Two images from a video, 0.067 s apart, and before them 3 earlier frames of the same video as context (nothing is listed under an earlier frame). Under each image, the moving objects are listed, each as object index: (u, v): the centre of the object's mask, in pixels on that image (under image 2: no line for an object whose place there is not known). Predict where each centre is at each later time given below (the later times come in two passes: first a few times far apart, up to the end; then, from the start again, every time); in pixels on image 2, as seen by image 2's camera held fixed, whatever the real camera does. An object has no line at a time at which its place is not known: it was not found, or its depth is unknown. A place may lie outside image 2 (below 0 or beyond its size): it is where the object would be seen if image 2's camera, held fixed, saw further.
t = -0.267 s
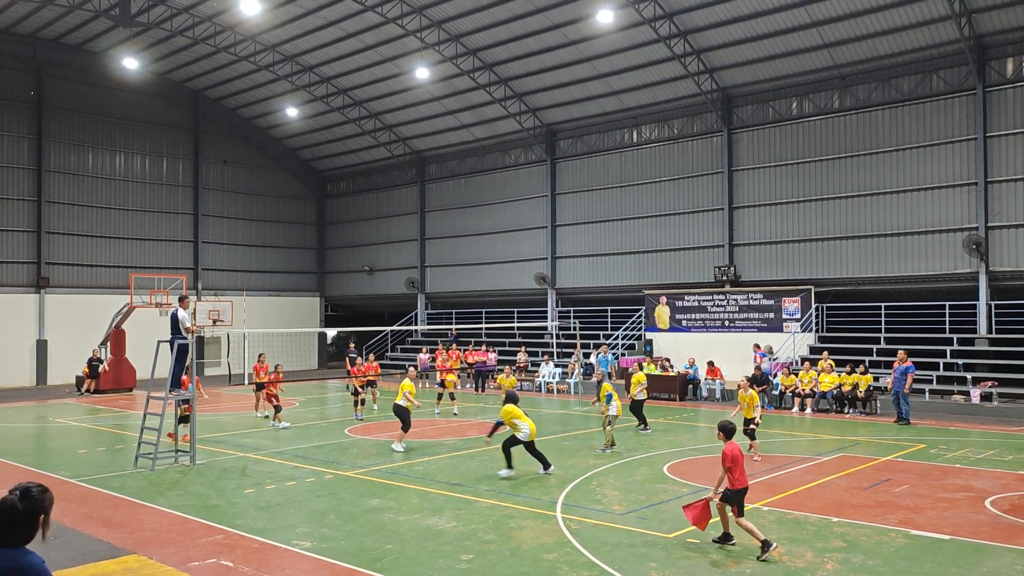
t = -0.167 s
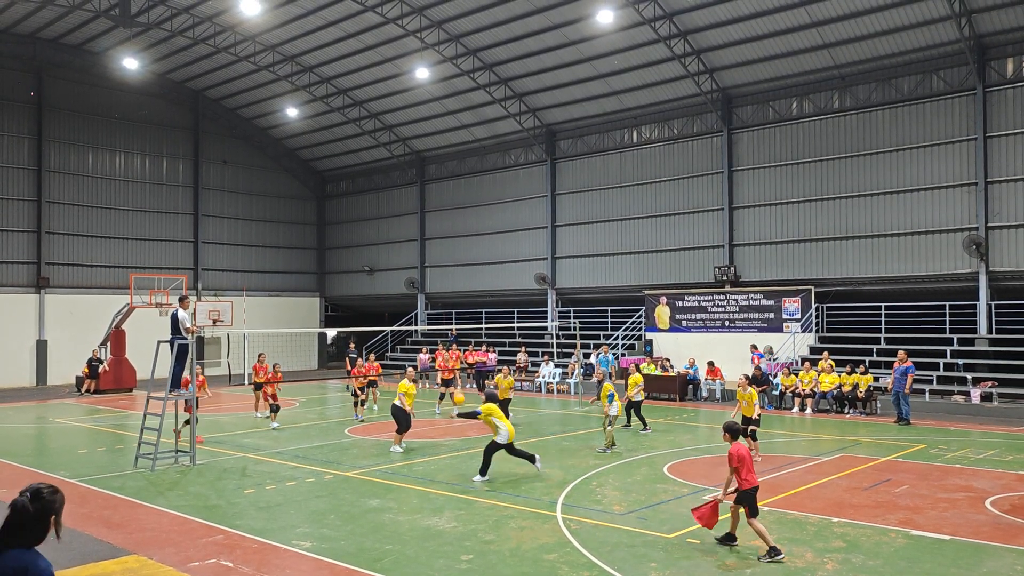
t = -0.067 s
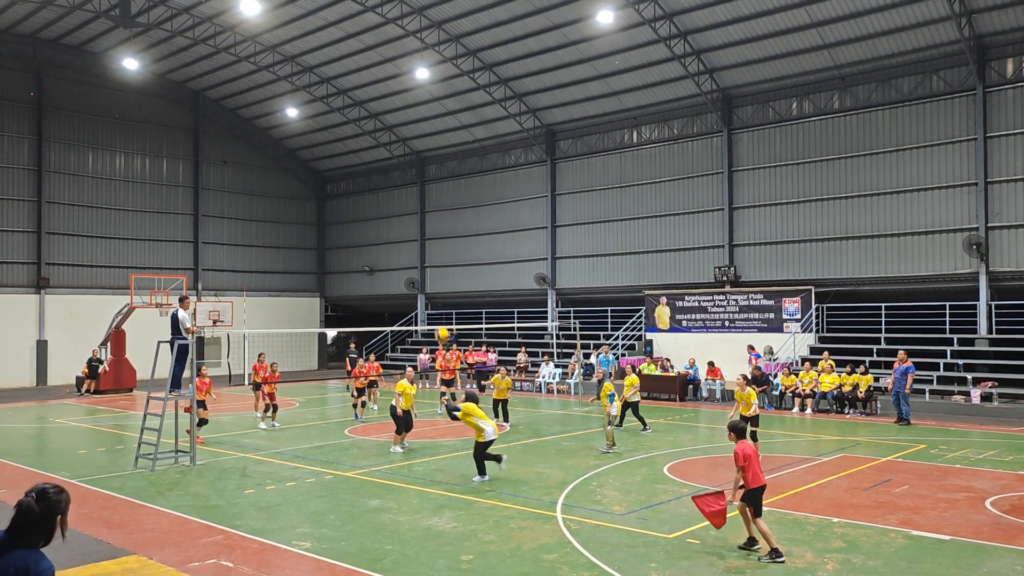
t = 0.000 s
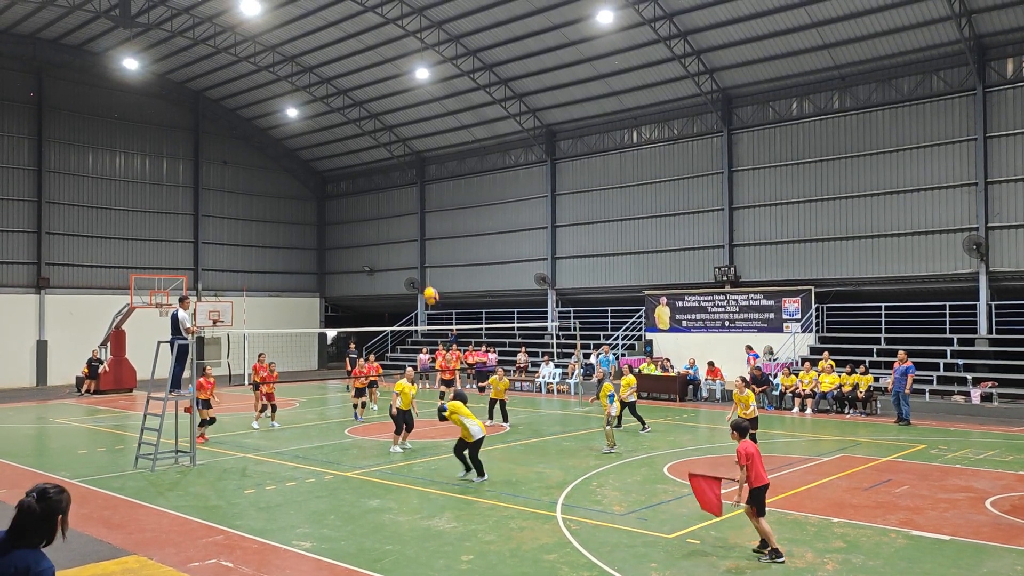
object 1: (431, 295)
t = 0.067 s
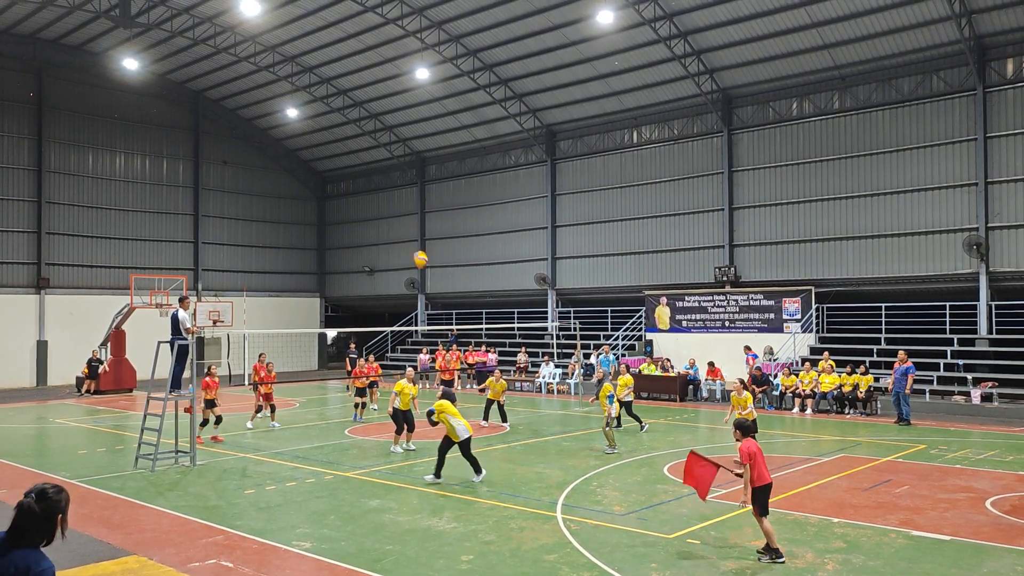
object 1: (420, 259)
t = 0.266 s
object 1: (390, 167)
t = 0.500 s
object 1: (356, 92)
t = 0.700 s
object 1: (327, 54)
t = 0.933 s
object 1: (293, 43)
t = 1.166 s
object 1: (258, 68)
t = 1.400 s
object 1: (223, 132)
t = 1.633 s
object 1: (188, 236)
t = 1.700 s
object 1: (178, 273)
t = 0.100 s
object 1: (415, 242)
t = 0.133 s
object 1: (410, 226)
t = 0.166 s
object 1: (405, 209)
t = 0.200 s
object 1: (400, 195)
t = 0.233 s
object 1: (395, 181)
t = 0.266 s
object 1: (390, 167)
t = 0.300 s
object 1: (385, 154)
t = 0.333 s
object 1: (380, 142)
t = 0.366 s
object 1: (376, 131)
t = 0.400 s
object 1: (371, 119)
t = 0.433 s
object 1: (366, 110)
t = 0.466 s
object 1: (361, 100)
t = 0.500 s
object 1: (356, 92)
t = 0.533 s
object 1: (351, 84)
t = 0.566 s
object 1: (346, 76)
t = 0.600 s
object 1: (342, 69)
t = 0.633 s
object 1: (337, 64)
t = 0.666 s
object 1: (332, 59)
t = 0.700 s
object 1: (327, 54)
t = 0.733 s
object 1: (322, 50)
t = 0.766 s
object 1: (317, 47)
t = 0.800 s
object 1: (313, 45)
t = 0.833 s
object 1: (308, 43)
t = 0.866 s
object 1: (303, 43)
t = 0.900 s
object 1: (298, 42)
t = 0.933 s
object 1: (293, 43)
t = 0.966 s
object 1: (288, 44)
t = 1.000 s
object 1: (284, 46)
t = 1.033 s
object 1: (278, 49)
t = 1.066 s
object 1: (274, 53)
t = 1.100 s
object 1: (269, 57)
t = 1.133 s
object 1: (263, 62)
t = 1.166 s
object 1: (258, 68)
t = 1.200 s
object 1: (254, 75)
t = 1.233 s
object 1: (249, 83)
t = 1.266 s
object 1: (244, 91)
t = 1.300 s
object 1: (239, 100)
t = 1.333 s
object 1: (233, 110)
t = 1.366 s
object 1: (228, 121)
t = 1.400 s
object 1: (223, 132)
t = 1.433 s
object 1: (218, 145)
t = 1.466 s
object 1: (213, 158)
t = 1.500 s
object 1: (208, 173)
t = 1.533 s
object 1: (203, 187)
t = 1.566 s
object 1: (198, 203)
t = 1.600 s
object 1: (193, 219)
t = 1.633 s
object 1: (188, 236)
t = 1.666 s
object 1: (183, 254)
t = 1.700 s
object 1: (178, 273)
